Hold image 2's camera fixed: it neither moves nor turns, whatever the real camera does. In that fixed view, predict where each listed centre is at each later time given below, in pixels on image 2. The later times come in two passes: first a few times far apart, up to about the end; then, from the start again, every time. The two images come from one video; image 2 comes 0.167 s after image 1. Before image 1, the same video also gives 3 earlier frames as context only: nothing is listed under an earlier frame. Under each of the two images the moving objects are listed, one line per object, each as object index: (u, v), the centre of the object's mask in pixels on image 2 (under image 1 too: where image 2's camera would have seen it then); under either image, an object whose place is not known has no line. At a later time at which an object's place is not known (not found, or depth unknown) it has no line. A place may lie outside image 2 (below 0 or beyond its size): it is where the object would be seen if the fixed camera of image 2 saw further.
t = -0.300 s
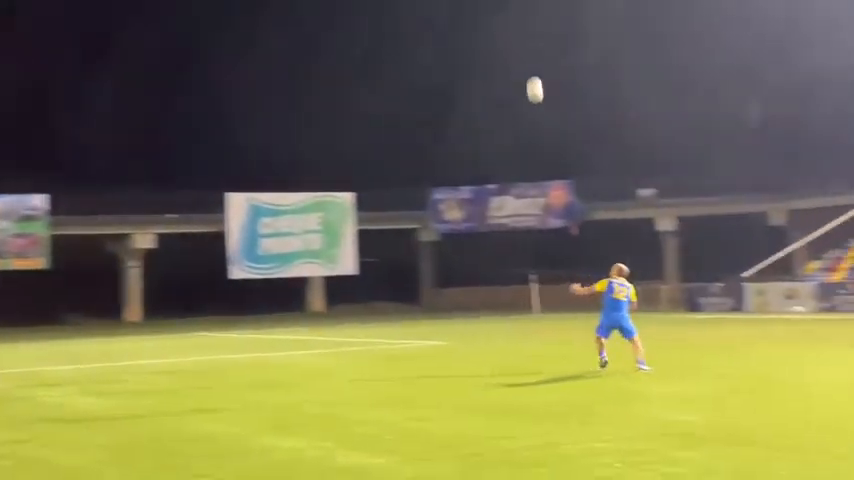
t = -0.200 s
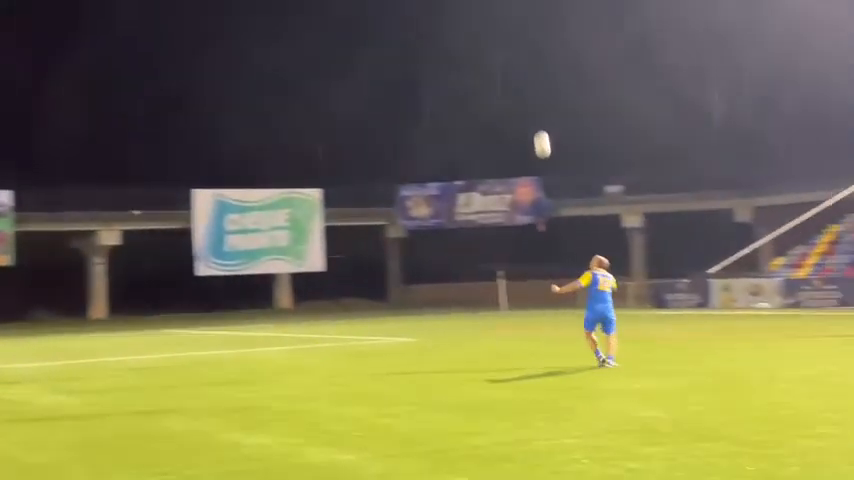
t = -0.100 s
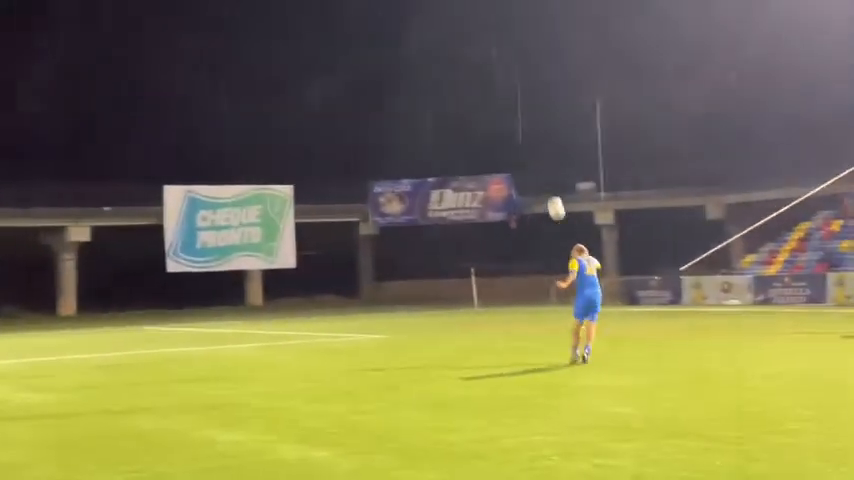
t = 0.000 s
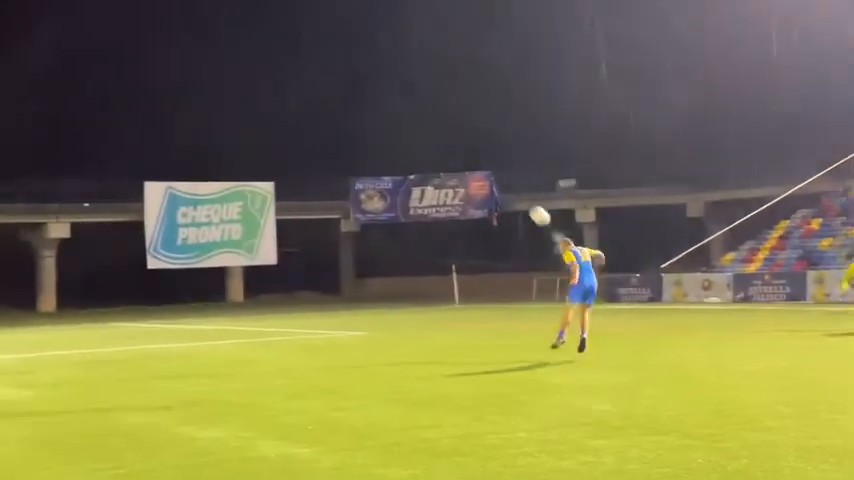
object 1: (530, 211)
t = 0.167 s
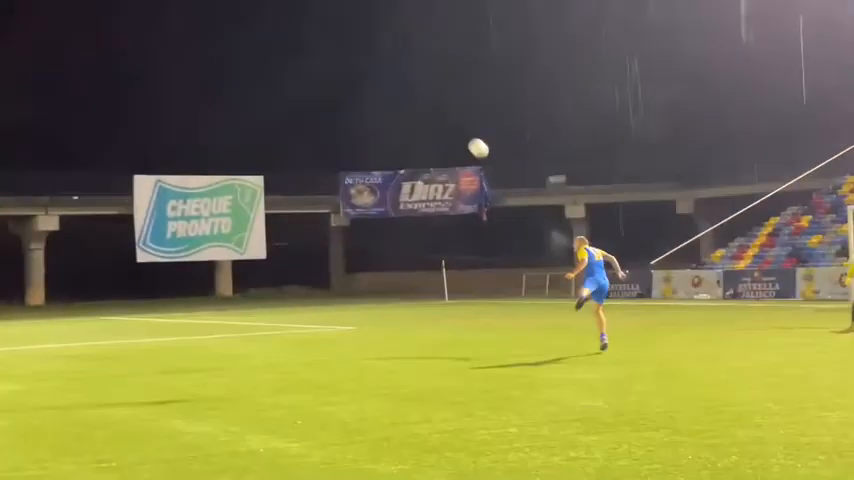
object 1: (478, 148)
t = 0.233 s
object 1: (458, 128)
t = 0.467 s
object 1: (386, 79)
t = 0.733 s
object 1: (303, 70)
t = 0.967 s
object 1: (228, 102)
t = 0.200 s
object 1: (468, 137)
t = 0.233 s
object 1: (458, 128)
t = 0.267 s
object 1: (447, 118)
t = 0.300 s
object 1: (437, 110)
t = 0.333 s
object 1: (426, 102)
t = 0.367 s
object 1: (416, 95)
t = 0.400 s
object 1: (406, 89)
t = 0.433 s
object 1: (397, 83)
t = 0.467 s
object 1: (386, 79)
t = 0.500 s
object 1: (376, 75)
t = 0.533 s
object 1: (366, 72)
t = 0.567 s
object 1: (356, 70)
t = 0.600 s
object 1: (346, 68)
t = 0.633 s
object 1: (335, 68)
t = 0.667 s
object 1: (325, 68)
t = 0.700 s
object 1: (314, 68)
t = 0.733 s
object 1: (303, 70)
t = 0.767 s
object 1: (293, 72)
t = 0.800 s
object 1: (282, 74)
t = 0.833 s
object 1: (271, 79)
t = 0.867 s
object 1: (261, 83)
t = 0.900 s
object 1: (250, 89)
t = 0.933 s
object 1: (239, 95)
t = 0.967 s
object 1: (228, 102)
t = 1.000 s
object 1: (217, 109)
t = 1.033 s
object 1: (206, 119)
